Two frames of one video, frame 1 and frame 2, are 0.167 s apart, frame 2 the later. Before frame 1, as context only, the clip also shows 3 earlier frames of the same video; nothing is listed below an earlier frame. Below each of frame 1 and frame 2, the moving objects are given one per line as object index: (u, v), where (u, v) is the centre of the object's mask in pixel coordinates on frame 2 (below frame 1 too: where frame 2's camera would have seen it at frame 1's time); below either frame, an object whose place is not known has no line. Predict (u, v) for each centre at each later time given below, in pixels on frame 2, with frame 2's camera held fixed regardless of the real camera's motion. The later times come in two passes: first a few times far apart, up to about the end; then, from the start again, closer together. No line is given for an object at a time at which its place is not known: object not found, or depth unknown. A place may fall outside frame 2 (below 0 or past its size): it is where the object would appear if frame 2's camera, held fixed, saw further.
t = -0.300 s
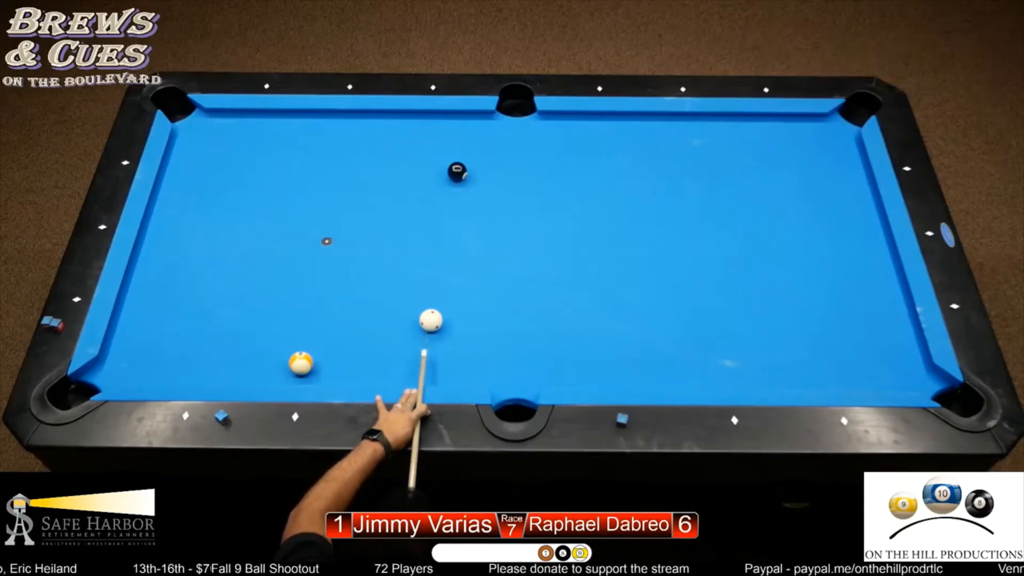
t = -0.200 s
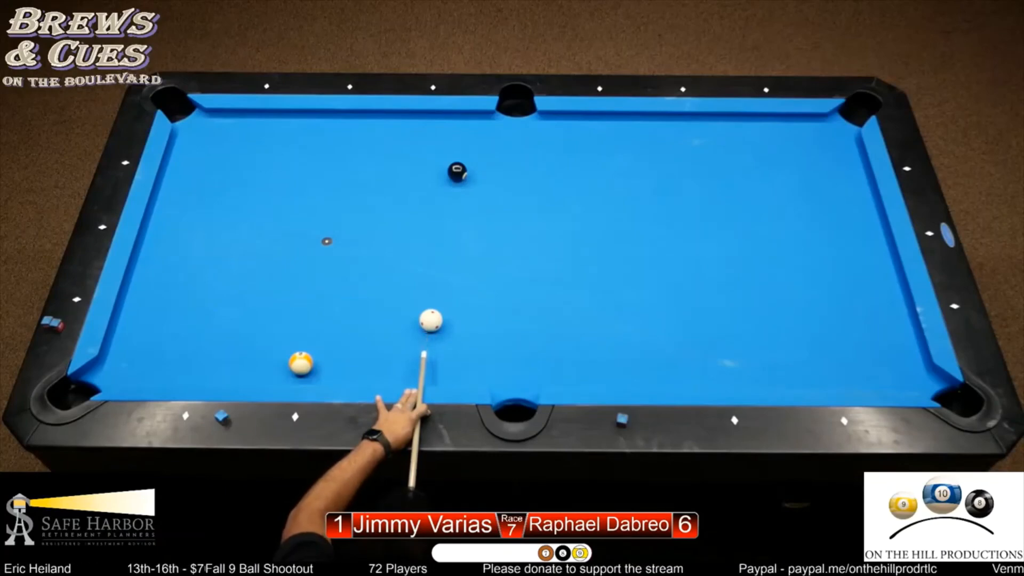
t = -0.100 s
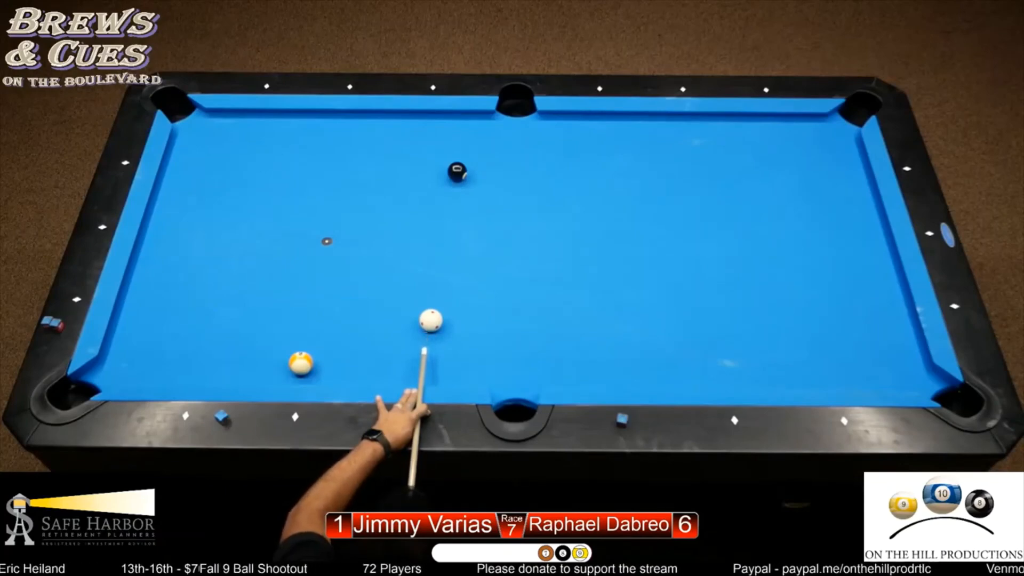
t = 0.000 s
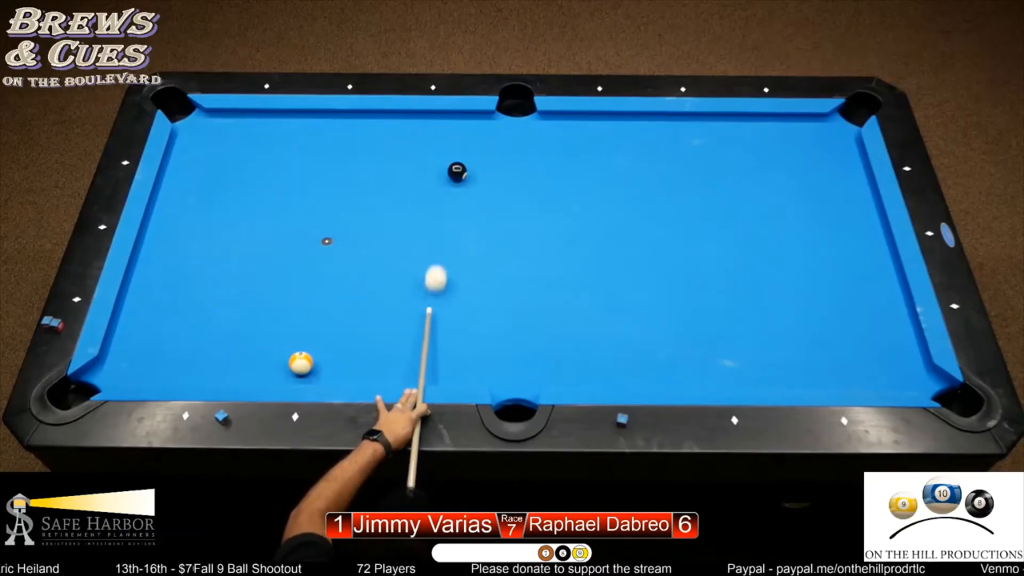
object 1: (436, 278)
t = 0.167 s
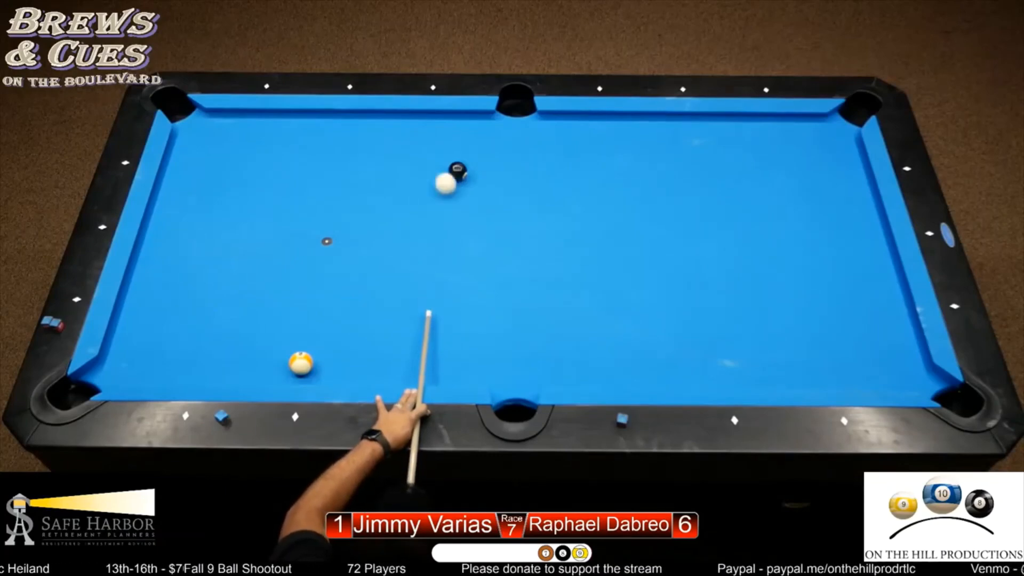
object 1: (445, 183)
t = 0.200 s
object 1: (436, 179)
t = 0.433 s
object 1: (383, 152)
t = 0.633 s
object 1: (341, 131)
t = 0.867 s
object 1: (291, 121)
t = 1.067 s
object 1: (242, 133)
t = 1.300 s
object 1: (185, 147)
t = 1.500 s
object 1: (192, 163)
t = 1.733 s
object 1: (218, 182)
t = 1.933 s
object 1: (240, 199)
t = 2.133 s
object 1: (261, 216)
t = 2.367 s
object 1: (287, 235)
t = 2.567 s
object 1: (308, 251)
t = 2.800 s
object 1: (333, 269)
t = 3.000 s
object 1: (354, 285)
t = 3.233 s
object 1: (376, 301)
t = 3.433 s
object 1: (396, 316)
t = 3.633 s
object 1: (415, 330)
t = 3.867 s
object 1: (437, 346)
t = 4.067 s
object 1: (455, 359)
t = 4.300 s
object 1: (475, 374)
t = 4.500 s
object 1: (488, 375)
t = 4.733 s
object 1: (499, 368)
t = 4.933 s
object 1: (507, 363)
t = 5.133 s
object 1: (513, 358)
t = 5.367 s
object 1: (519, 354)
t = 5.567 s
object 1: (523, 352)
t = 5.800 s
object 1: (527, 350)
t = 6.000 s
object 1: (528, 349)
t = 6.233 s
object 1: (529, 349)
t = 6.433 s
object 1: (529, 349)
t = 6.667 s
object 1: (529, 349)
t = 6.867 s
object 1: (529, 349)
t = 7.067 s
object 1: (529, 349)
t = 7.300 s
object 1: (529, 349)
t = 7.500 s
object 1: (529, 349)
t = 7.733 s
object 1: (529, 349)
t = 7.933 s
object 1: (529, 349)
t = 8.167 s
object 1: (529, 349)
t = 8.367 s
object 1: (529, 349)
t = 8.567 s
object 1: (529, 349)
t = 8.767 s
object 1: (528, 349)
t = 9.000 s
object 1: (529, 349)
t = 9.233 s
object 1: (529, 349)
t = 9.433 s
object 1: (529, 349)
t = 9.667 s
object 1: (529, 349)
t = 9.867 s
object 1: (529, 349)
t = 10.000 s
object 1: (529, 349)
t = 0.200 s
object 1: (436, 179)
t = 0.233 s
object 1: (427, 174)
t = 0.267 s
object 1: (419, 171)
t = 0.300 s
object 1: (412, 167)
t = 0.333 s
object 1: (404, 163)
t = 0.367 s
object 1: (397, 159)
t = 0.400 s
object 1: (390, 156)
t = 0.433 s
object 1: (383, 152)
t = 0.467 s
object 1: (376, 148)
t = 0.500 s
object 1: (369, 145)
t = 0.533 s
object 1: (362, 141)
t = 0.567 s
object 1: (355, 138)
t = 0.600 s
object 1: (348, 134)
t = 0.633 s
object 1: (341, 131)
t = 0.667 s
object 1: (335, 128)
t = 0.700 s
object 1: (328, 124)
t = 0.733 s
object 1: (321, 121)
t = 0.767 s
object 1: (315, 118)
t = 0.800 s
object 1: (308, 117)
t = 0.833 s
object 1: (299, 119)
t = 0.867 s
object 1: (291, 121)
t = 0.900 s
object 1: (283, 123)
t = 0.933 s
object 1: (275, 125)
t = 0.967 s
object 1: (267, 127)
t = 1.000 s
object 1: (259, 129)
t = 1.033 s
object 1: (250, 131)
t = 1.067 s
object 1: (242, 133)
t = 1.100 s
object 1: (234, 135)
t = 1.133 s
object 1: (226, 137)
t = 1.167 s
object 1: (218, 139)
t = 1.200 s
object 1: (210, 141)
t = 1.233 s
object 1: (202, 143)
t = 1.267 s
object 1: (193, 145)
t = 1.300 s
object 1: (185, 147)
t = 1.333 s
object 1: (177, 149)
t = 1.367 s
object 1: (177, 151)
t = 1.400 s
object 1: (181, 154)
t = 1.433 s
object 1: (185, 157)
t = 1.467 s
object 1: (189, 160)
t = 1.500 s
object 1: (192, 163)
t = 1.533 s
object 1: (196, 165)
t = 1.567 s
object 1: (200, 168)
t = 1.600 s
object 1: (204, 171)
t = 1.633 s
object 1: (207, 174)
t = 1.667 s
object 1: (211, 177)
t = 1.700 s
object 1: (214, 180)
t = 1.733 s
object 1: (218, 182)
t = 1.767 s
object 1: (221, 185)
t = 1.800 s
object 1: (225, 188)
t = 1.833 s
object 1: (229, 191)
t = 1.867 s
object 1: (233, 193)
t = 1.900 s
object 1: (236, 196)
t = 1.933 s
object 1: (240, 199)
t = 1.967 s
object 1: (243, 202)
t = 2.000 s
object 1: (247, 205)
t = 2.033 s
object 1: (251, 208)
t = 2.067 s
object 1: (254, 210)
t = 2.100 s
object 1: (258, 213)
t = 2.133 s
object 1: (261, 216)
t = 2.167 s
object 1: (265, 219)
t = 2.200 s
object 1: (269, 221)
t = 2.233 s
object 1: (273, 224)
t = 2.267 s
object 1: (276, 227)
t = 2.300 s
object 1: (280, 229)
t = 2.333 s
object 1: (283, 232)
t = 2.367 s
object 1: (287, 235)
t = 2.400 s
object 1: (291, 238)
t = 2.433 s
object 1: (294, 240)
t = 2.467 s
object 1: (298, 243)
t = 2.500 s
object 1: (301, 246)
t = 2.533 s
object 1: (305, 248)
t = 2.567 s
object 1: (308, 251)
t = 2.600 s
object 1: (312, 253)
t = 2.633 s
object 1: (316, 256)
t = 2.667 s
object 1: (319, 259)
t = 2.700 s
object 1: (323, 261)
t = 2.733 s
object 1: (326, 264)
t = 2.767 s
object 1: (330, 267)
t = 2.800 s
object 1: (333, 269)
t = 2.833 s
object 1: (337, 272)
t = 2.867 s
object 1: (340, 274)
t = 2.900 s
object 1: (344, 277)
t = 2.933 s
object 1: (347, 280)
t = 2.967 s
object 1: (351, 282)
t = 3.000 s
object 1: (354, 285)
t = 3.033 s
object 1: (356, 286)
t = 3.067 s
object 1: (359, 288)
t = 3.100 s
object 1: (363, 291)
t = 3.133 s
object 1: (366, 293)
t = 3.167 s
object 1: (370, 296)
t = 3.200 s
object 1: (373, 298)
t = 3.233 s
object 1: (376, 301)
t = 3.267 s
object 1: (380, 303)
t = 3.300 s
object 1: (383, 306)
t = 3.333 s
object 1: (386, 308)
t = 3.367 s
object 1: (389, 311)
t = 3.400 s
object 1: (393, 313)
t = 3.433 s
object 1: (396, 316)
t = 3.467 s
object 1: (399, 318)
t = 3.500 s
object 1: (403, 320)
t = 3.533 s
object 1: (406, 323)
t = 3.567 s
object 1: (409, 325)
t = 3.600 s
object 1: (412, 328)
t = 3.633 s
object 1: (415, 330)
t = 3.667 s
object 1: (419, 332)
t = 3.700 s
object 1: (422, 335)
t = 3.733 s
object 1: (425, 337)
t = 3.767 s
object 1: (428, 339)
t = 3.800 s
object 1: (431, 341)
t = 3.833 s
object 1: (434, 344)
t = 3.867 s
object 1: (437, 346)
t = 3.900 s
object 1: (440, 348)
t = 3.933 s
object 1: (443, 350)
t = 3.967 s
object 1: (446, 353)
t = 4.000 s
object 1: (449, 355)
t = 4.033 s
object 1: (452, 357)
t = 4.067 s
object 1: (455, 359)
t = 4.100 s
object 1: (458, 362)
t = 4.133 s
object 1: (461, 364)
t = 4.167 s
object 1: (464, 366)
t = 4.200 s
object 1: (467, 368)
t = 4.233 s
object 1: (469, 370)
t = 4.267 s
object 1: (472, 372)
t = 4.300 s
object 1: (475, 374)
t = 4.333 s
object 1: (478, 375)
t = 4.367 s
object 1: (481, 377)
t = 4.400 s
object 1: (483, 377)
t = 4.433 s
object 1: (485, 376)
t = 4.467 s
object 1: (487, 375)
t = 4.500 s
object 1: (488, 375)
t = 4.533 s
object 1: (490, 374)
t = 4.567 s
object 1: (491, 373)
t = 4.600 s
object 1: (493, 372)
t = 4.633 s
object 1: (495, 371)
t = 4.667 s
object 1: (496, 370)
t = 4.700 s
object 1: (497, 369)
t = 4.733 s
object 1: (499, 368)
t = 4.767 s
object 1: (500, 367)
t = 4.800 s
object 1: (502, 366)
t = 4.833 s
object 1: (503, 365)
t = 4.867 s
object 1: (504, 364)
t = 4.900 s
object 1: (505, 364)
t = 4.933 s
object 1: (507, 363)
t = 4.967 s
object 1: (508, 362)
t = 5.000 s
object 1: (509, 361)
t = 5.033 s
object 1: (510, 361)
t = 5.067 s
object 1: (511, 360)
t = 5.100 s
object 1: (512, 359)
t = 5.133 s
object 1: (513, 358)
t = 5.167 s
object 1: (514, 358)
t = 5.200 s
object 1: (515, 357)
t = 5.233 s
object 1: (516, 357)
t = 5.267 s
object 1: (517, 356)
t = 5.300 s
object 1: (518, 355)
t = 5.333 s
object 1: (519, 355)
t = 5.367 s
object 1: (519, 354)
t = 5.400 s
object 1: (520, 354)
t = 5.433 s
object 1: (521, 353)
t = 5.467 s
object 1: (522, 353)
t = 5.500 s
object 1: (522, 352)
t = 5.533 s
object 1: (523, 352)
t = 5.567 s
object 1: (523, 352)
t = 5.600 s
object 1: (524, 351)
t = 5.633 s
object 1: (524, 351)
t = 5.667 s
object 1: (525, 350)
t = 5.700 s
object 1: (525, 350)
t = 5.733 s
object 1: (526, 350)
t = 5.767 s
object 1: (526, 350)
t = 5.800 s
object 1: (527, 350)
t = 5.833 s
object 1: (527, 349)
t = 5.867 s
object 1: (527, 349)
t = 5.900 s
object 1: (527, 349)
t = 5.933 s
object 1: (528, 349)
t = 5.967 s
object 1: (528, 349)
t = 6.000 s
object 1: (528, 349)
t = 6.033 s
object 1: (528, 349)
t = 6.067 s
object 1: (529, 349)
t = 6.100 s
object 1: (529, 349)
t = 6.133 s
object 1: (529, 349)
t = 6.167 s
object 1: (529, 349)
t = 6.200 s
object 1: (529, 349)
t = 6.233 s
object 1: (529, 349)
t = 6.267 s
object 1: (529, 349)
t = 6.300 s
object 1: (529, 349)
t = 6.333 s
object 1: (529, 349)
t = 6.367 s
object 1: (529, 349)
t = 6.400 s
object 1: (529, 349)
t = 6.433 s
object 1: (529, 349)
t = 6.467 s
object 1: (529, 349)
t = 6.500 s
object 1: (529, 349)
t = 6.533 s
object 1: (529, 349)
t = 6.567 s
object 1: (529, 349)
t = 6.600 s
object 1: (529, 349)
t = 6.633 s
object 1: (529, 349)
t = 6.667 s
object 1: (529, 349)
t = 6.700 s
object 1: (529, 349)
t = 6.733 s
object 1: (529, 349)
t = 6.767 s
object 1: (529, 349)
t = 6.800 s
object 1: (529, 349)
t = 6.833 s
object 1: (529, 349)
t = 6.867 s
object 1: (529, 349)
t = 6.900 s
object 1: (529, 349)
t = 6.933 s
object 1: (529, 349)
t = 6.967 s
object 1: (529, 349)
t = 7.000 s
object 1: (529, 349)
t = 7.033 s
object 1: (529, 349)
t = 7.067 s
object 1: (529, 349)
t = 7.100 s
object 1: (529, 349)
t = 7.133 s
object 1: (529, 349)
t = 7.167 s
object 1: (529, 349)
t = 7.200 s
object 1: (529, 349)
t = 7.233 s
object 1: (529, 349)
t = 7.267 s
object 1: (529, 349)
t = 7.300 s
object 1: (529, 349)
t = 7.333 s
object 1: (529, 349)
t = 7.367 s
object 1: (529, 349)
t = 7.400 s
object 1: (529, 349)
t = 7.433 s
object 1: (529, 349)
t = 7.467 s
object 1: (529, 349)
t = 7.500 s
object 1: (529, 349)
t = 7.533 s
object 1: (529, 349)
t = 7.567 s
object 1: (529, 349)
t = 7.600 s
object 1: (529, 349)
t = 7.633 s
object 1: (529, 349)
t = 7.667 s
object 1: (529, 349)
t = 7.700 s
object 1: (529, 349)
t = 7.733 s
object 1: (529, 349)
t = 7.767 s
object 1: (529, 349)
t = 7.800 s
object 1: (529, 349)
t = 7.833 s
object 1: (529, 349)
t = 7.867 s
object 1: (529, 349)
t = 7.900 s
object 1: (529, 349)
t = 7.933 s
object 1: (529, 349)
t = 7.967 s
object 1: (529, 349)
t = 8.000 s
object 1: (529, 349)
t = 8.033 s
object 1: (529, 349)
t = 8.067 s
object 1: (529, 349)
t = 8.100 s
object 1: (529, 349)
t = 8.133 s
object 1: (529, 349)
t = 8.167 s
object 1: (529, 349)
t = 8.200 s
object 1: (529, 349)
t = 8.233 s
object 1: (529, 349)
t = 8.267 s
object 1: (529, 349)
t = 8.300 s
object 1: (529, 349)
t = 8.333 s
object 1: (529, 349)
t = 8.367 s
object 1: (529, 349)
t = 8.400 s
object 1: (529, 349)
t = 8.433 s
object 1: (529, 349)
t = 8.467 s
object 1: (529, 349)
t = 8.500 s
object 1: (529, 349)
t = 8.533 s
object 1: (529, 349)
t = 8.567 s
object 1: (529, 349)
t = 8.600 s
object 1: (529, 349)
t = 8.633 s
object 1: (529, 349)
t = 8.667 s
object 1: (529, 349)
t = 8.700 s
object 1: (529, 349)
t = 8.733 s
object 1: (529, 349)
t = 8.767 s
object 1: (528, 349)
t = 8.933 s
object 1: (531, 347)
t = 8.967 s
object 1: (529, 349)
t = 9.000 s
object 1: (529, 349)
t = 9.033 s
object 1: (529, 349)
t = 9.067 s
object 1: (529, 349)
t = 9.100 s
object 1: (529, 349)
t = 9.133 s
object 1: (529, 349)
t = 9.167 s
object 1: (529, 349)
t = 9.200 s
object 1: (529, 349)
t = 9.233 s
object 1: (529, 349)
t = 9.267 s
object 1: (529, 349)
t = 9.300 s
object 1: (529, 349)
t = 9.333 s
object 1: (529, 349)
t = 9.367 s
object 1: (529, 349)
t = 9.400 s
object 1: (529, 349)
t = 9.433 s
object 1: (529, 349)
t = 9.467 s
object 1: (529, 349)
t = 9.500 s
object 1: (529, 349)
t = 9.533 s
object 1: (529, 349)
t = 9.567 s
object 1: (529, 349)
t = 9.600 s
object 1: (529, 349)
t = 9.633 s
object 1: (529, 349)
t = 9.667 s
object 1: (529, 349)
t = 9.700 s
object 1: (529, 349)
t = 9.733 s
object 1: (529, 349)
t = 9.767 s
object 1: (529, 349)
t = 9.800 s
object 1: (529, 349)
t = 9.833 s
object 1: (529, 349)
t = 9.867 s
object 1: (529, 349)
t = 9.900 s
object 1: (529, 349)
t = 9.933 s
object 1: (529, 349)
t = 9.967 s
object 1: (529, 349)
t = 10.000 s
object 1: (529, 349)
